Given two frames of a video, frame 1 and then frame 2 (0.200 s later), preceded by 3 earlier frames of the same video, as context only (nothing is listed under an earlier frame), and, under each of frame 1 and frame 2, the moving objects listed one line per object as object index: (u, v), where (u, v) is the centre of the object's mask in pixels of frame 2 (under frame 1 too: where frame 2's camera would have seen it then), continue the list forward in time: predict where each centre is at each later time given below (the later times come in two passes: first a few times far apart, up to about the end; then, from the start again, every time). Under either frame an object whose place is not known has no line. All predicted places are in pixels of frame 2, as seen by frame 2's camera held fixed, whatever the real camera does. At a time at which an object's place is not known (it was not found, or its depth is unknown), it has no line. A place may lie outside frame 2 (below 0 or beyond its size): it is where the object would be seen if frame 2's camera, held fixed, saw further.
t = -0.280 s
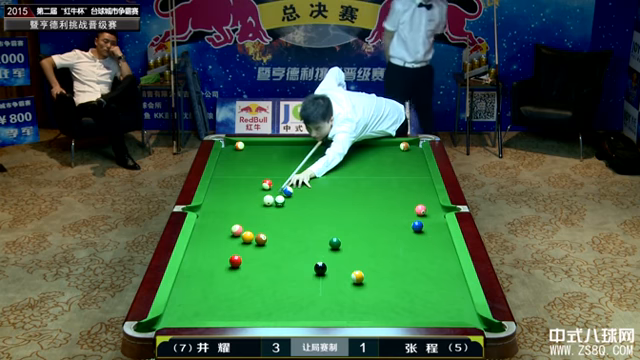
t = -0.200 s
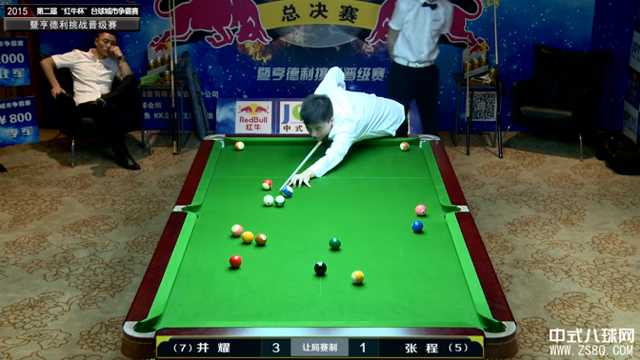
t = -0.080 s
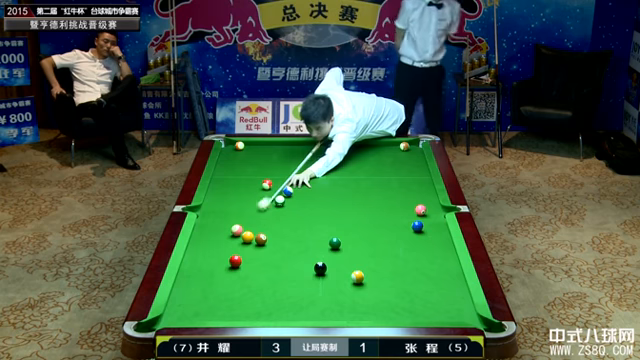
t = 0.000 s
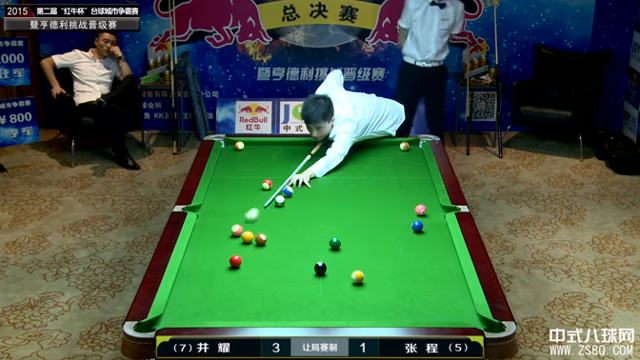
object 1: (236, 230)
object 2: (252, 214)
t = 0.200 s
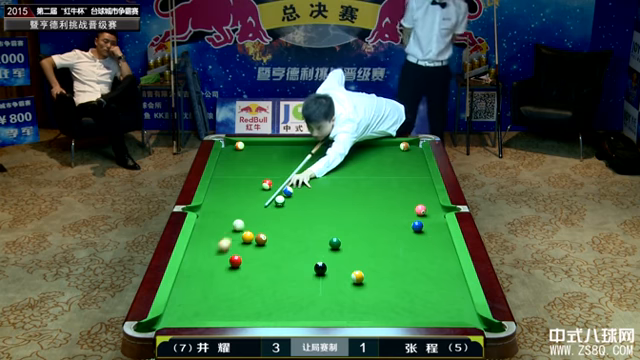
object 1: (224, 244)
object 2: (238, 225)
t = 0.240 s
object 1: (220, 249)
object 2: (238, 224)
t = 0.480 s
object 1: (196, 278)
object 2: (238, 219)
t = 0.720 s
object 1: (172, 310)
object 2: (238, 215)
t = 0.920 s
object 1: (170, 318)
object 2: (238, 212)
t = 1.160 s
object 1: (184, 314)
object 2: (238, 209)
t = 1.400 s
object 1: (193, 309)
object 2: (238, 206)
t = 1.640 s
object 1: (202, 303)
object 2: (238, 204)
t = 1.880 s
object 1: (210, 298)
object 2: (237, 202)
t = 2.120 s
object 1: (217, 293)
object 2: (237, 200)
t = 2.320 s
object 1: (222, 289)
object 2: (237, 199)
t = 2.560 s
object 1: (228, 286)
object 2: (237, 198)
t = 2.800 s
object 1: (233, 282)
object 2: (237, 197)
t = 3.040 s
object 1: (237, 280)
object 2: (237, 197)
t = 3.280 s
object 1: (240, 277)
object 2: (237, 197)
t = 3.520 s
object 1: (243, 275)
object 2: (237, 197)
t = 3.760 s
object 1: (245, 274)
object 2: (237, 197)
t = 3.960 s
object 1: (246, 273)
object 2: (237, 197)
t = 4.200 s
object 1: (248, 272)
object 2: (237, 197)
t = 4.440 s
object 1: (249, 272)
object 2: (237, 197)
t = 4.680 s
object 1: (249, 272)
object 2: (237, 197)
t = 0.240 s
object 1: (220, 249)
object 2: (238, 224)
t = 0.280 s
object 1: (216, 254)
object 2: (238, 223)
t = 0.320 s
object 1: (212, 259)
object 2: (238, 222)
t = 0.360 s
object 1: (208, 263)
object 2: (238, 221)
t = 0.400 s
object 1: (204, 268)
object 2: (238, 221)
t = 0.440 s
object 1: (200, 273)
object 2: (238, 220)
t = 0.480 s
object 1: (196, 278)
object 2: (238, 219)
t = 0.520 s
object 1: (192, 283)
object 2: (238, 219)
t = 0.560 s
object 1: (187, 288)
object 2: (238, 218)
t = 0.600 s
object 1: (183, 293)
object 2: (239, 217)
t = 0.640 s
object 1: (178, 298)
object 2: (238, 217)
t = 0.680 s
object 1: (174, 304)
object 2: (238, 216)
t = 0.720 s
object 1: (172, 310)
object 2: (238, 215)
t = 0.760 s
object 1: (172, 315)
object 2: (238, 215)
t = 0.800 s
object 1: (171, 318)
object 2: (238, 214)
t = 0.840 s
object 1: (166, 319)
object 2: (239, 214)
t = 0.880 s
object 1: (166, 318)
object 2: (238, 213)
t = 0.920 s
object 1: (170, 318)
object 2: (238, 212)
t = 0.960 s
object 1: (174, 318)
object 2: (238, 212)
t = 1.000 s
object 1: (176, 318)
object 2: (238, 211)
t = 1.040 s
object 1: (178, 317)
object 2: (238, 211)
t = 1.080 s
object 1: (180, 316)
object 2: (238, 210)
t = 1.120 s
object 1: (182, 315)
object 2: (239, 210)
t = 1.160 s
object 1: (184, 314)
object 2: (238, 209)
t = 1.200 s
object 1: (185, 313)
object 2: (238, 209)
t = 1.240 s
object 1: (187, 312)
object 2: (238, 208)
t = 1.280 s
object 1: (188, 312)
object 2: (238, 208)
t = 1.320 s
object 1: (190, 311)
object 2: (238, 207)
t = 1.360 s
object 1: (192, 310)
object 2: (238, 207)
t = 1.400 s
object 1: (193, 309)
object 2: (238, 206)
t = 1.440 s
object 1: (195, 308)
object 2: (238, 206)
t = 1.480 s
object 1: (196, 307)
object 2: (238, 206)
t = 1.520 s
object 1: (198, 306)
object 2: (238, 205)
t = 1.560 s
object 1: (199, 305)
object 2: (238, 205)
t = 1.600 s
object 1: (201, 304)
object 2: (238, 205)
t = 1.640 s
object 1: (202, 303)
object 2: (238, 204)
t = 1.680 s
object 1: (204, 302)
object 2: (238, 204)
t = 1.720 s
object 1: (205, 301)
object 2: (237, 204)
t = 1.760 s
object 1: (206, 300)
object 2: (238, 203)
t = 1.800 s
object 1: (207, 299)
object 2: (237, 203)
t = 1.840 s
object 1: (209, 298)
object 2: (237, 202)
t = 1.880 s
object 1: (210, 298)
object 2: (237, 202)
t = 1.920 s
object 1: (211, 297)
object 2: (237, 202)
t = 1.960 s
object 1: (212, 296)
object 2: (237, 202)
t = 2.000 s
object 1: (214, 295)
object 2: (237, 201)
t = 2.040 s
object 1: (215, 294)
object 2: (237, 201)
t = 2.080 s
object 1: (216, 294)
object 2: (237, 201)
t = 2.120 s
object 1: (217, 293)
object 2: (237, 200)
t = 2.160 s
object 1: (218, 292)
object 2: (237, 200)
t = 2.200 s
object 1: (219, 291)
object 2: (237, 200)
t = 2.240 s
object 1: (220, 291)
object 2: (237, 200)
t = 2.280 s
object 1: (221, 290)
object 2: (237, 199)
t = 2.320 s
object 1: (222, 289)
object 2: (237, 199)
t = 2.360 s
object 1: (223, 289)
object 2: (237, 199)
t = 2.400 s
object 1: (224, 288)
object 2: (237, 199)
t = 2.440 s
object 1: (225, 287)
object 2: (237, 199)
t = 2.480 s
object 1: (226, 287)
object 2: (237, 198)
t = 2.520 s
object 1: (227, 286)
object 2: (237, 198)
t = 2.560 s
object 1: (228, 286)
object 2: (237, 198)
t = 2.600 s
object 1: (229, 285)
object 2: (237, 198)
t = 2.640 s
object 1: (230, 285)
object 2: (237, 198)
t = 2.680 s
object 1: (230, 284)
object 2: (237, 198)
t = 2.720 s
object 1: (231, 284)
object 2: (237, 198)
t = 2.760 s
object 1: (232, 283)
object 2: (237, 198)
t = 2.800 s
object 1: (233, 282)
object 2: (237, 197)
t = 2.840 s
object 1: (233, 282)
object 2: (237, 197)
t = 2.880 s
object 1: (234, 281)
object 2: (237, 197)
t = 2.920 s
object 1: (235, 281)
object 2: (237, 197)
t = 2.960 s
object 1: (235, 280)
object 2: (237, 197)
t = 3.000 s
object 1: (236, 280)
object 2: (237, 197)
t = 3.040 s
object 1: (237, 280)
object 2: (237, 197)
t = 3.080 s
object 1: (237, 279)
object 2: (237, 197)
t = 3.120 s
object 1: (238, 279)
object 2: (237, 197)
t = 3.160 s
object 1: (239, 278)
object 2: (237, 197)
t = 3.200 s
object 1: (239, 278)
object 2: (237, 197)
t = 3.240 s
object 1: (240, 278)
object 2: (237, 197)
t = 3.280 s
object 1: (240, 277)
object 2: (237, 197)
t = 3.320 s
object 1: (241, 277)
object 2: (237, 197)
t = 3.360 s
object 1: (241, 277)
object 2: (237, 197)
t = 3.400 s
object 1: (241, 276)
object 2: (237, 197)
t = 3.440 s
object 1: (242, 276)
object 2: (237, 197)
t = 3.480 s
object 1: (242, 276)
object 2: (237, 197)
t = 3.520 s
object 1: (243, 275)
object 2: (237, 197)
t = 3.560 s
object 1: (243, 275)
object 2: (237, 197)
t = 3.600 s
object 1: (243, 275)
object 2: (237, 197)
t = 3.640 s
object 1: (244, 274)
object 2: (237, 197)
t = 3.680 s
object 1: (244, 274)
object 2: (237, 197)
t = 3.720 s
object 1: (245, 274)
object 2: (237, 197)
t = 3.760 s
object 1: (245, 274)
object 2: (237, 197)
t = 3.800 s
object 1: (245, 274)
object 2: (237, 197)
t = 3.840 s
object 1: (246, 273)
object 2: (237, 197)
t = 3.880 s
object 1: (246, 273)
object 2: (237, 197)
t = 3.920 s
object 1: (246, 273)
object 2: (237, 197)
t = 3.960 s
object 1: (246, 273)
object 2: (237, 197)
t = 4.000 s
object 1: (247, 273)
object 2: (237, 197)
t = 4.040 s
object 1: (247, 272)
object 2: (237, 197)
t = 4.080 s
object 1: (247, 272)
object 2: (237, 197)
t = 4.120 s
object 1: (247, 272)
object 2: (237, 197)
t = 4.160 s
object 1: (248, 272)
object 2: (237, 197)
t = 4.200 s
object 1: (248, 272)
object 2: (237, 197)
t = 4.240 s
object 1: (248, 272)
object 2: (237, 197)
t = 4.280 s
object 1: (248, 272)
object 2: (237, 197)
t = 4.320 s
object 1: (248, 272)
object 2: (237, 197)
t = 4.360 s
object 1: (248, 272)
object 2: (237, 197)
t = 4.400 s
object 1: (248, 272)
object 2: (237, 197)
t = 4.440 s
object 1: (249, 272)
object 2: (237, 197)
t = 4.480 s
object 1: (249, 272)
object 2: (237, 197)
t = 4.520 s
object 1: (249, 272)
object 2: (237, 197)
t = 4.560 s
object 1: (249, 272)
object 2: (237, 197)
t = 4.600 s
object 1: (249, 272)
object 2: (237, 197)
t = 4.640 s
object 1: (249, 272)
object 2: (237, 197)
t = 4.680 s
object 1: (249, 272)
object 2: (237, 197)
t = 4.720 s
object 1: (249, 272)
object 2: (237, 197)
